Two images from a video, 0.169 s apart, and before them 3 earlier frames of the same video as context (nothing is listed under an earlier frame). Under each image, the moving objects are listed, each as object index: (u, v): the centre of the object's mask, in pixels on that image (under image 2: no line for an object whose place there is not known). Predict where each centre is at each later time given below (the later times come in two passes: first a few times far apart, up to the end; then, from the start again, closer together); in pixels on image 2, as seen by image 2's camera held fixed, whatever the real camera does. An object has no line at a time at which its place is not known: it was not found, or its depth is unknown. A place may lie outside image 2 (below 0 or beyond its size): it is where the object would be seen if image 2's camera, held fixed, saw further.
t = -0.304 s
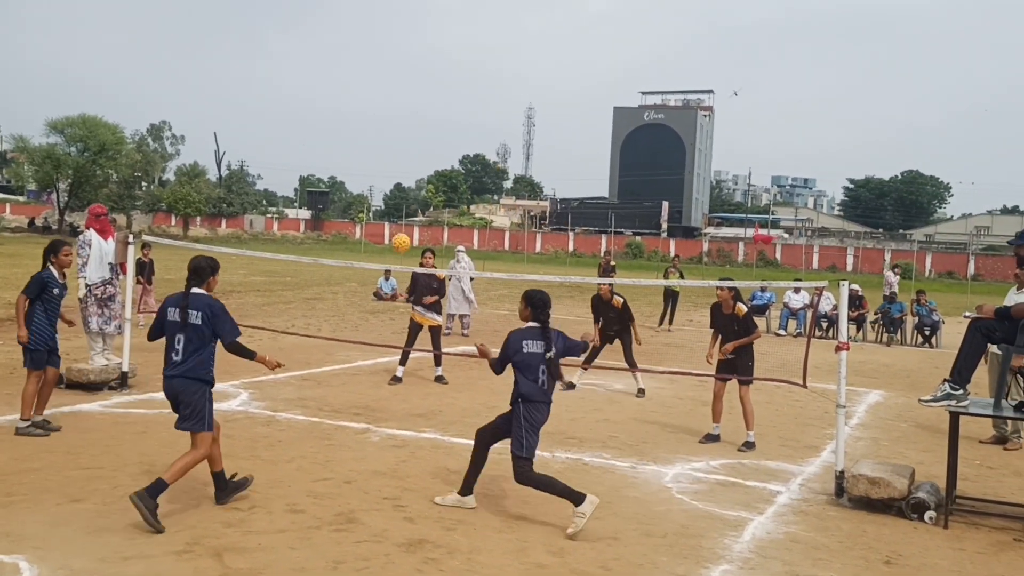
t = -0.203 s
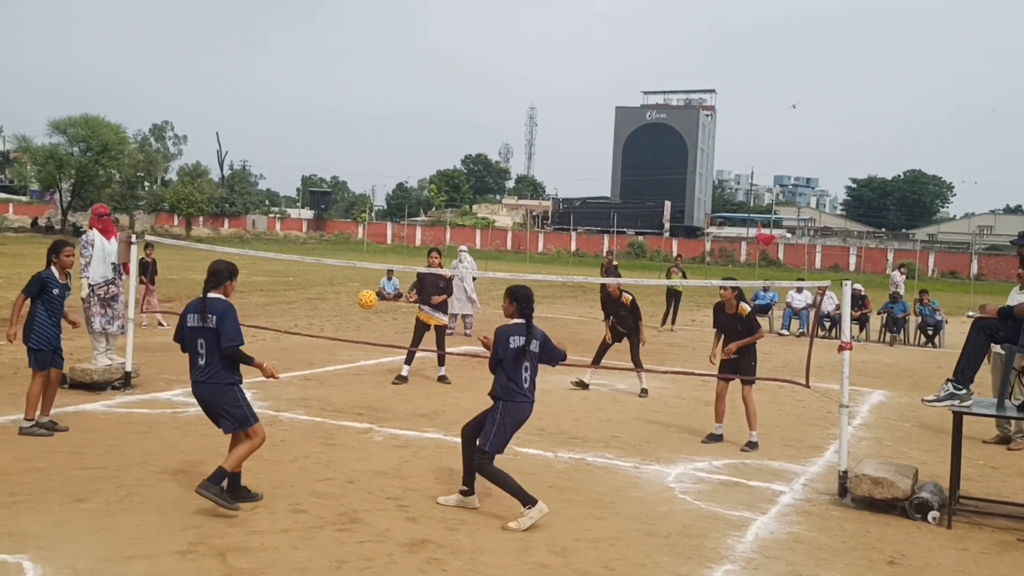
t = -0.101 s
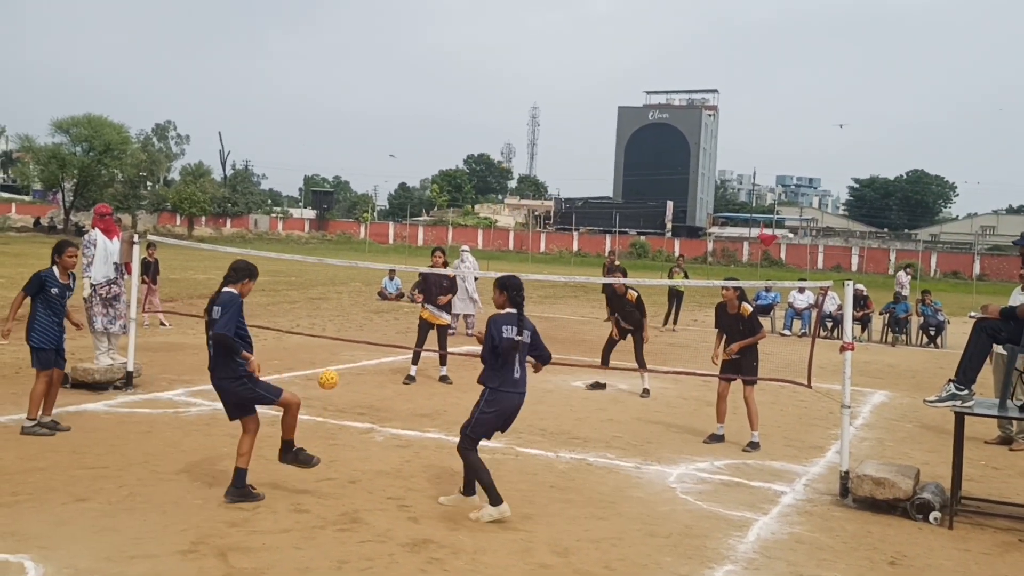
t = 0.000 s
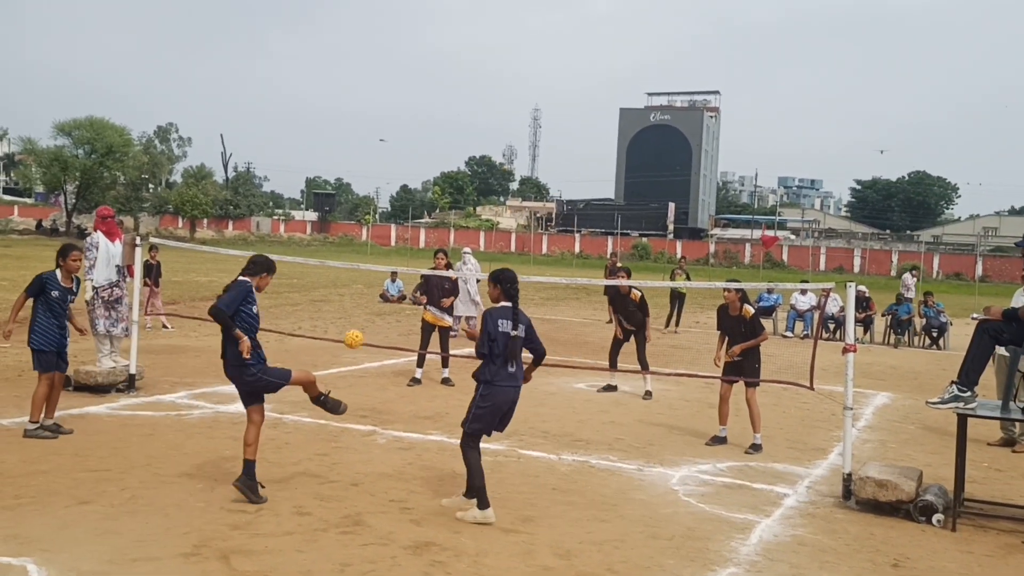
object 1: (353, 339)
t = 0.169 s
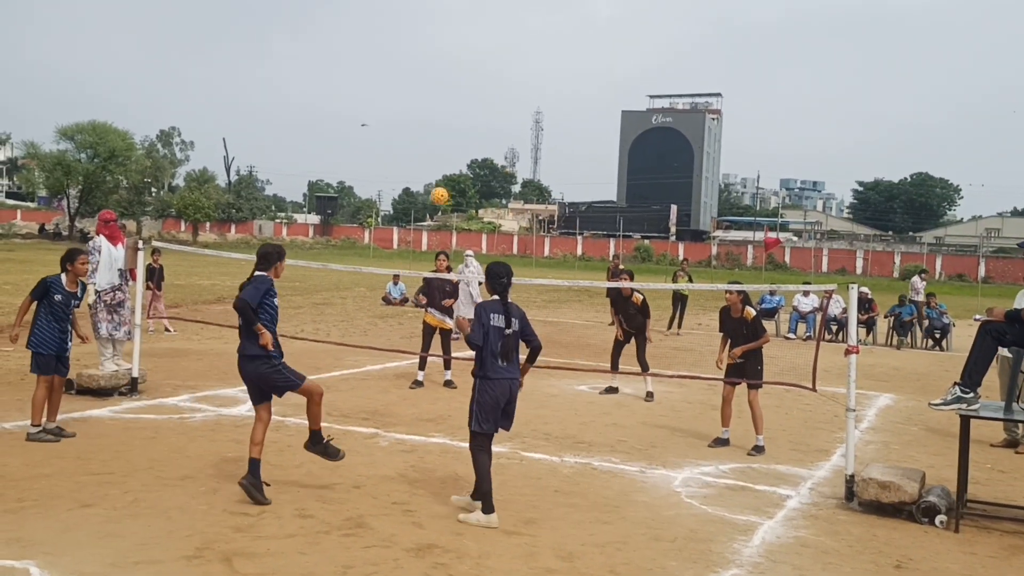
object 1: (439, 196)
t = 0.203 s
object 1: (453, 177)
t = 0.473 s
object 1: (541, 87)
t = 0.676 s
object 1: (587, 82)
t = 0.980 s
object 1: (634, 137)
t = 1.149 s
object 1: (655, 189)
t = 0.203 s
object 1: (453, 177)
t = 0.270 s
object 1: (478, 143)
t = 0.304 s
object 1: (490, 129)
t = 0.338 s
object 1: (501, 117)
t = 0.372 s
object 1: (512, 107)
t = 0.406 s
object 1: (522, 99)
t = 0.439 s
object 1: (531, 92)
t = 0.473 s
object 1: (541, 87)
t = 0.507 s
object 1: (549, 84)
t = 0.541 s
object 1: (558, 81)
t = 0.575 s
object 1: (566, 80)
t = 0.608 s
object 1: (573, 80)
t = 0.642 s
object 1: (580, 80)
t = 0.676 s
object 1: (587, 82)
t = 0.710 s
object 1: (593, 85)
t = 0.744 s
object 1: (599, 89)
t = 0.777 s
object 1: (605, 94)
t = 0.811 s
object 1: (611, 99)
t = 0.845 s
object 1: (616, 105)
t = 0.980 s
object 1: (634, 137)
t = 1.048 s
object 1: (643, 156)
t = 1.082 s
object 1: (647, 166)
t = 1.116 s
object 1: (651, 177)
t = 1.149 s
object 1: (655, 189)
